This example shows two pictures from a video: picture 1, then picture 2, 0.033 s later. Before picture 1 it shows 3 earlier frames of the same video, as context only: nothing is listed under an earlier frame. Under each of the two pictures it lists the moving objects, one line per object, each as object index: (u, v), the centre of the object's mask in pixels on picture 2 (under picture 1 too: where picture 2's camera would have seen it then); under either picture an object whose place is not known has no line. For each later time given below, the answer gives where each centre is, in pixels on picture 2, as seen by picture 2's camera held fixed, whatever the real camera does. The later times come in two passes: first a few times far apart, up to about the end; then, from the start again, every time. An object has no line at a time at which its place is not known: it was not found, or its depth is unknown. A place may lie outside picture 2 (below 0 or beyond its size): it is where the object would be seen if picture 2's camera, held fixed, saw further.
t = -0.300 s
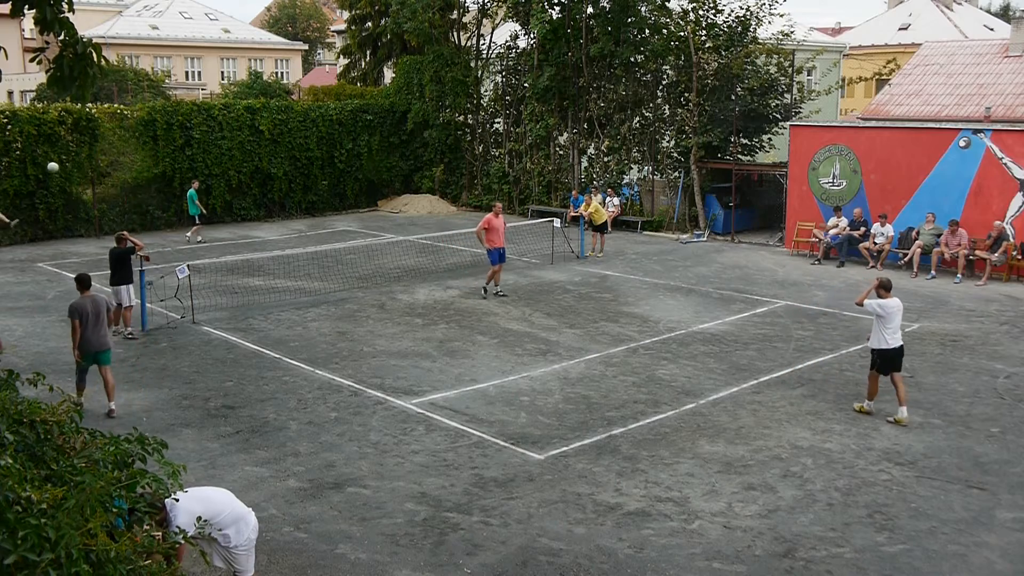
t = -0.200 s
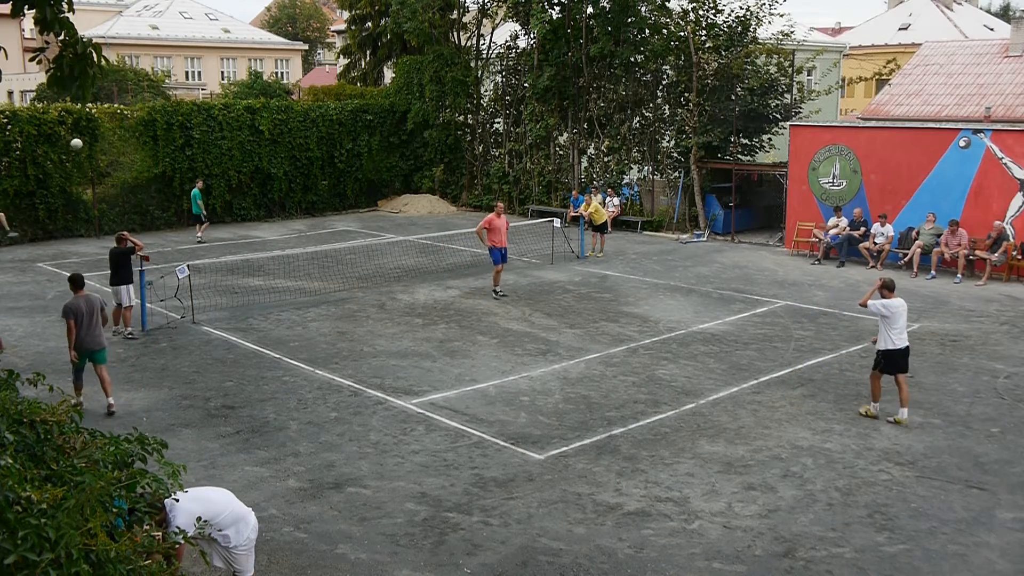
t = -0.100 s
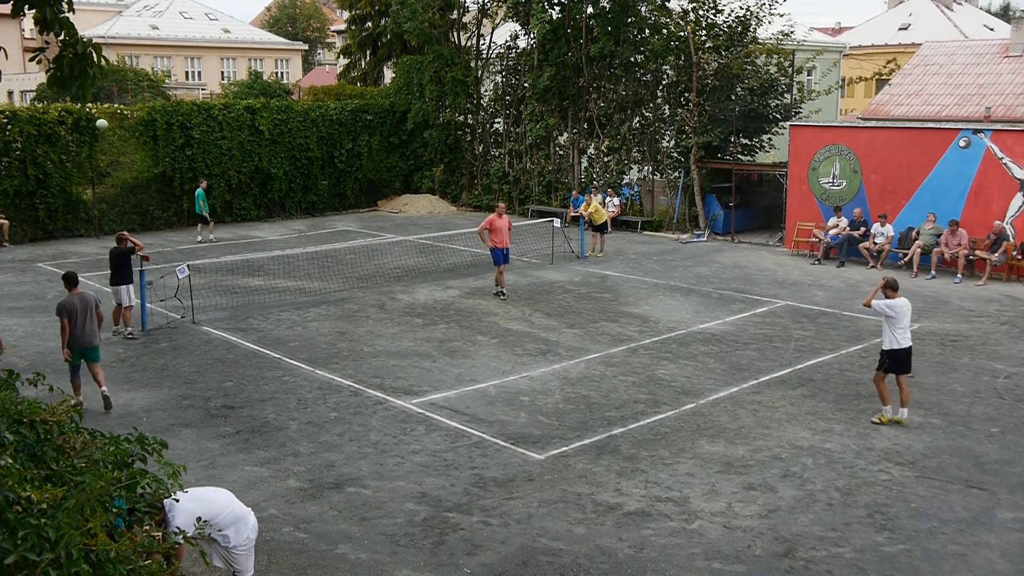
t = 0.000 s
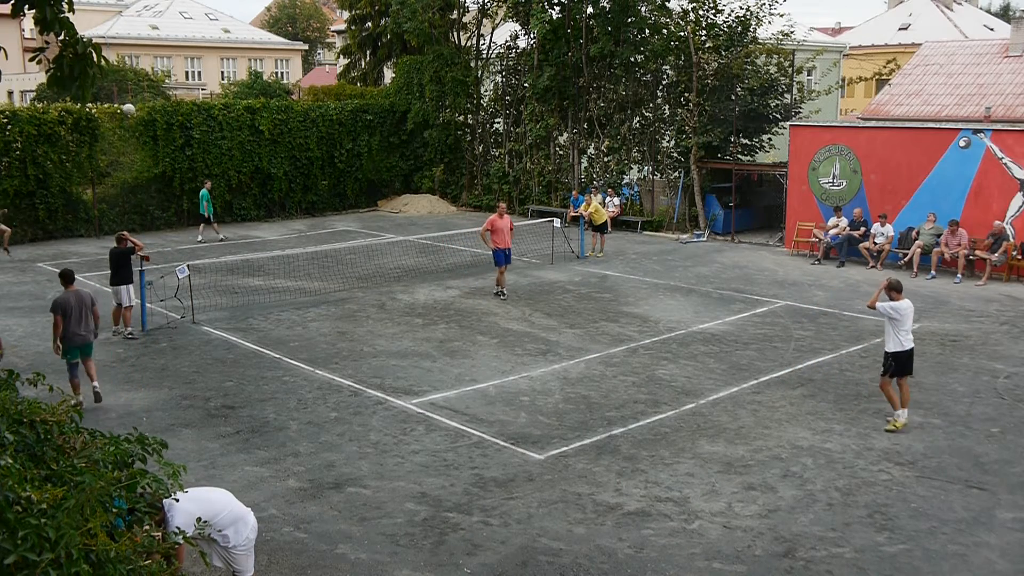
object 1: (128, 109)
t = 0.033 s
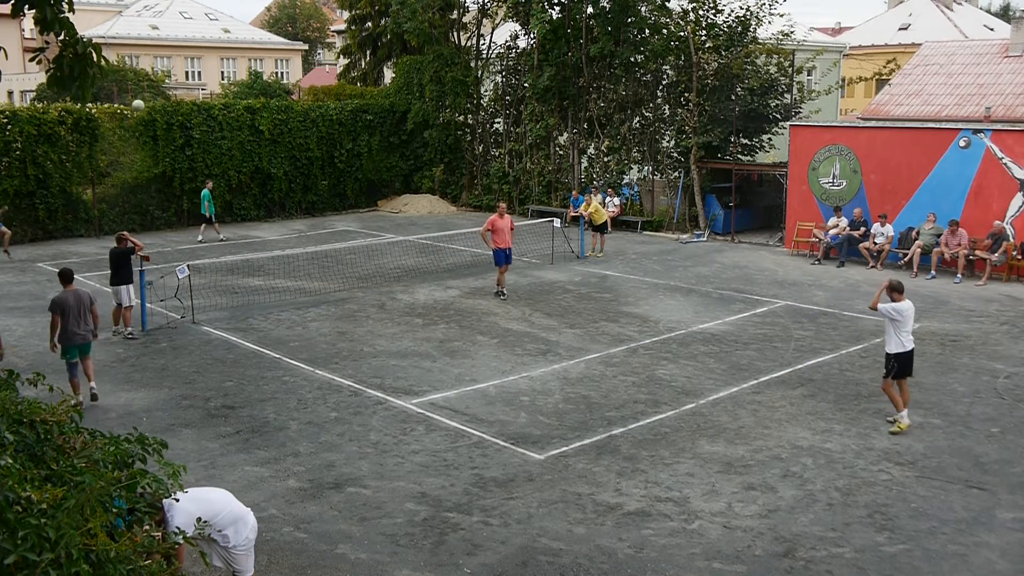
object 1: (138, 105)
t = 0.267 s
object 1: (206, 97)
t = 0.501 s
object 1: (296, 119)
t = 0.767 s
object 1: (410, 202)
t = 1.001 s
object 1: (526, 333)
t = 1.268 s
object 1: (638, 328)
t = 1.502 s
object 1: (739, 258)
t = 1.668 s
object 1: (820, 232)
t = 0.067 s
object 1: (147, 101)
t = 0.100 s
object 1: (157, 98)
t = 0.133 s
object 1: (168, 96)
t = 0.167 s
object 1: (177, 95)
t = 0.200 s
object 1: (189, 94)
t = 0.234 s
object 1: (200, 94)
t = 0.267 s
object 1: (206, 97)
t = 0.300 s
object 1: (221, 95)
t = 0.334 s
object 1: (233, 97)
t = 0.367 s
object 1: (245, 100)
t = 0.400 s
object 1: (258, 103)
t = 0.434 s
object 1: (270, 108)
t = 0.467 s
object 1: (283, 112)
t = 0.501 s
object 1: (296, 119)
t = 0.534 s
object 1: (309, 126)
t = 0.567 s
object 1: (323, 134)
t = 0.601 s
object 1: (337, 142)
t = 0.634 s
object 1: (351, 152)
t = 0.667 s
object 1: (365, 163)
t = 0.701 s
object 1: (380, 175)
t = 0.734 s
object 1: (395, 189)
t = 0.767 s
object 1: (410, 202)
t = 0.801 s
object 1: (426, 217)
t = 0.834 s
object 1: (442, 233)
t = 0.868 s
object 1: (458, 251)
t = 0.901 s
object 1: (475, 270)
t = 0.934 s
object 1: (492, 290)
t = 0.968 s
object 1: (509, 311)
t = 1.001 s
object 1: (526, 333)
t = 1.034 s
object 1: (544, 357)
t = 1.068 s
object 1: (561, 382)
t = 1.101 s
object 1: (577, 399)
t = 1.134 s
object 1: (588, 383)
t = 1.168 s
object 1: (601, 368)
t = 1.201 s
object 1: (613, 354)
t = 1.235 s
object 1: (625, 340)
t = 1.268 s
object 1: (638, 328)
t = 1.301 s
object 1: (652, 315)
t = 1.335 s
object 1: (665, 304)
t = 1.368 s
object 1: (679, 293)
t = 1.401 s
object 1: (694, 283)
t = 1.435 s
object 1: (708, 274)
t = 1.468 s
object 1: (723, 265)
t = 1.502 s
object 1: (739, 258)
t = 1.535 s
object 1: (754, 251)
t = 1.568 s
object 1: (771, 244)
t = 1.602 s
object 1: (786, 239)
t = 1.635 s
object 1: (803, 235)
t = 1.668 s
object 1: (820, 232)
